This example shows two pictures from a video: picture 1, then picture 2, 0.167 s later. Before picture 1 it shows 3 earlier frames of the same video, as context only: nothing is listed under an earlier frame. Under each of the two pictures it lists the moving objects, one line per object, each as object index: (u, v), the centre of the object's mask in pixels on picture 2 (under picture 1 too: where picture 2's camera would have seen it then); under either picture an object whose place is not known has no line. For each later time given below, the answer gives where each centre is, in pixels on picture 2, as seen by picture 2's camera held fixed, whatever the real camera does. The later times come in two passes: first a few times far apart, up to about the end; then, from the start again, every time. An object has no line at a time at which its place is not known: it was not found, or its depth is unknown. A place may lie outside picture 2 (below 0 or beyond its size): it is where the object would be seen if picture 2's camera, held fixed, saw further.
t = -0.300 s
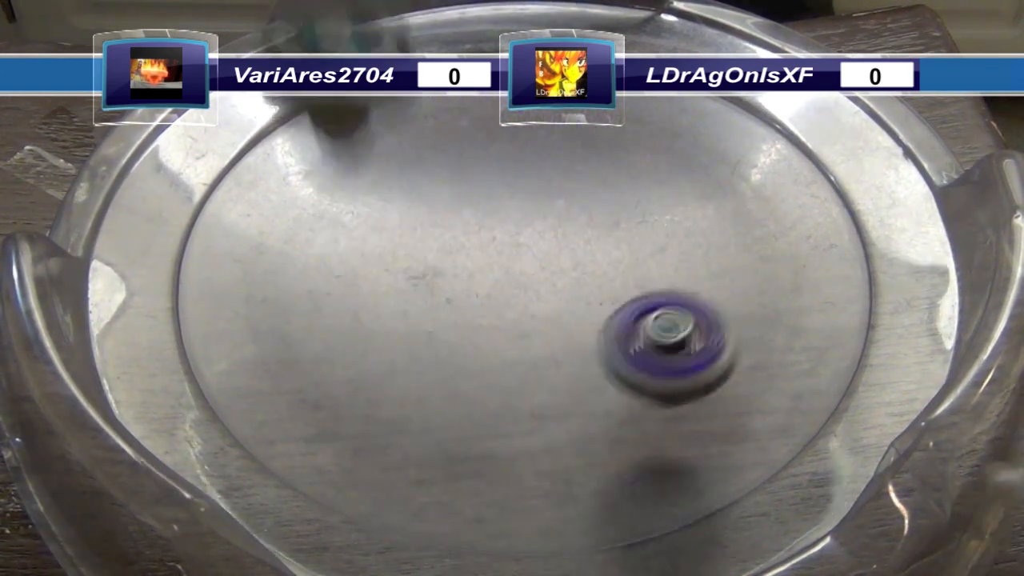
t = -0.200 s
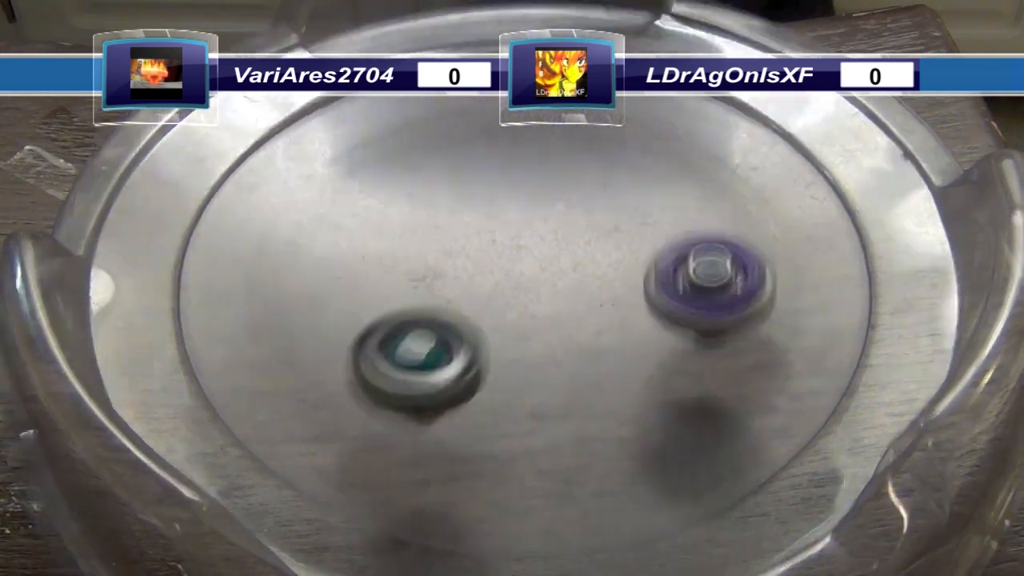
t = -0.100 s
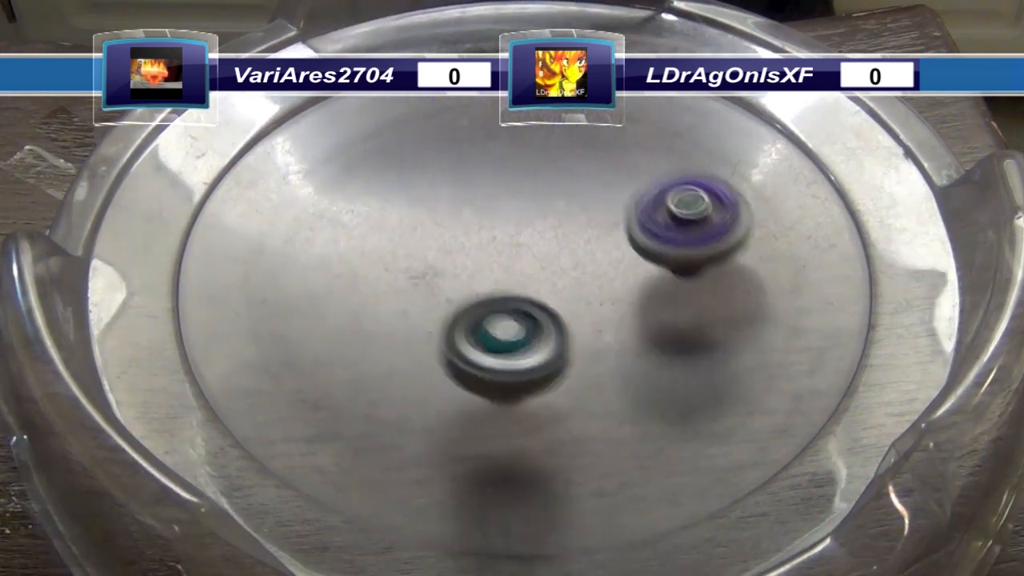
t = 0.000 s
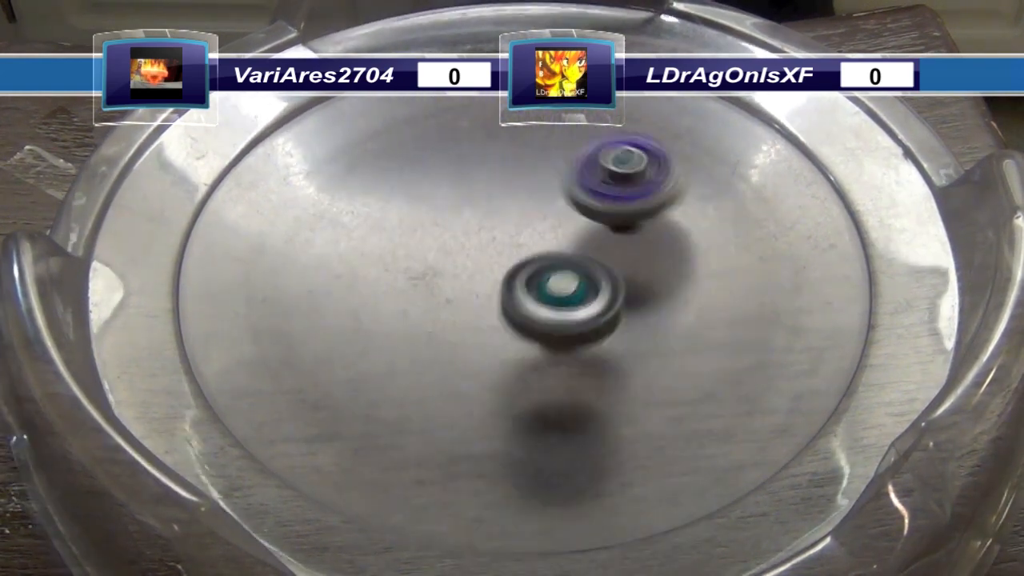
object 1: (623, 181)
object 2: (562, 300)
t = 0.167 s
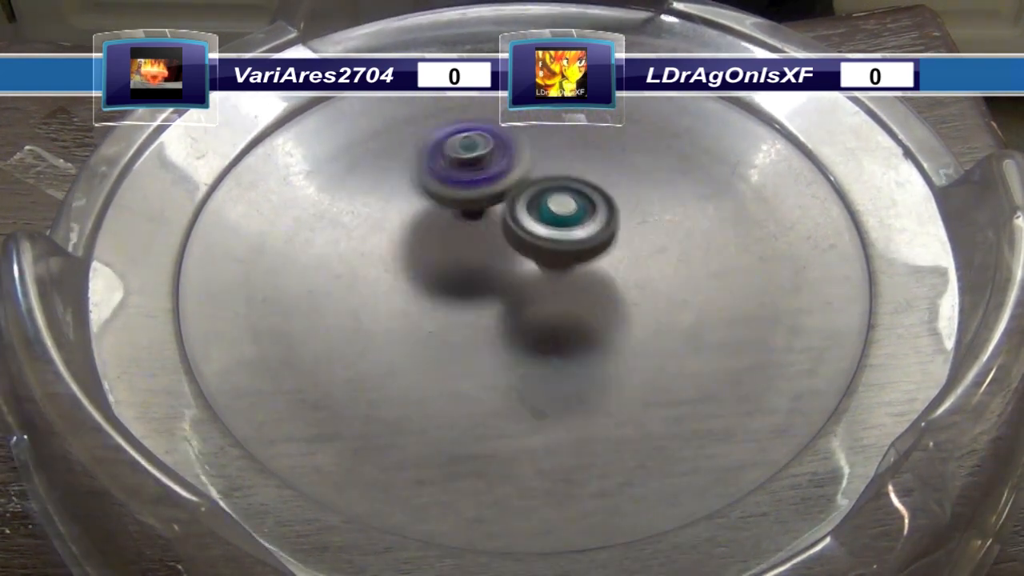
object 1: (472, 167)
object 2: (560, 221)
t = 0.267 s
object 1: (381, 202)
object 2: (517, 187)
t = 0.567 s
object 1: (457, 418)
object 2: (373, 184)
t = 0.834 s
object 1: (694, 299)
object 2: (449, 290)
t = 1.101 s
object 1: (523, 141)
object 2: (597, 246)
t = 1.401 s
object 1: (273, 243)
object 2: (553, 152)
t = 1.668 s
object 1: (503, 388)
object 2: (440, 175)
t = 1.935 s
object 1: (649, 233)
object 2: (506, 297)
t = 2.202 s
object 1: (500, 135)
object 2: (628, 280)
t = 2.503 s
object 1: (371, 239)
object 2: (569, 204)
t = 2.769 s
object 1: (527, 455)
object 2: (505, 153)
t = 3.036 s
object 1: (746, 370)
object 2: (440, 181)
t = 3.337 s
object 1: (609, 183)
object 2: (486, 301)
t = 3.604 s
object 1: (386, 207)
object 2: (633, 263)
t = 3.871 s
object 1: (400, 324)
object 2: (569, 167)
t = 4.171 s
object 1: (532, 320)
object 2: (416, 230)
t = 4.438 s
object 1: (640, 208)
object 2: (402, 326)
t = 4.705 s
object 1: (537, 142)
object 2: (532, 322)
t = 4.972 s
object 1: (445, 153)
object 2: (534, 255)
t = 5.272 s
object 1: (374, 212)
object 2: (559, 268)
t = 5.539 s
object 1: (353, 299)
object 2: (611, 217)
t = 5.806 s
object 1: (489, 353)
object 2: (539, 177)
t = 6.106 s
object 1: (584, 287)
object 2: (456, 257)
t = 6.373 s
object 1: (737, 160)
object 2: (379, 313)
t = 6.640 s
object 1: (596, 123)
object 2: (519, 339)
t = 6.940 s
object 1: (450, 146)
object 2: (536, 245)
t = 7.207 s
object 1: (279, 164)
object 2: (586, 277)
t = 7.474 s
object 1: (364, 335)
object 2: (526, 225)
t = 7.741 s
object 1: (531, 366)
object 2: (453, 262)
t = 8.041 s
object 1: (645, 294)
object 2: (500, 304)
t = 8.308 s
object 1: (688, 200)
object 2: (473, 288)
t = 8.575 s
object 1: (632, 151)
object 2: (476, 280)
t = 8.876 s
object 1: (540, 163)
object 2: (466, 256)
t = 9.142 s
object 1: (491, 186)
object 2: (448, 283)
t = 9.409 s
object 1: (446, 170)
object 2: (525, 333)
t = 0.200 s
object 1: (436, 176)
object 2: (547, 208)
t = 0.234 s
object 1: (408, 188)
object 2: (533, 197)
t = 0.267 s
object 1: (381, 202)
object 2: (517, 187)
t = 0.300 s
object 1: (359, 221)
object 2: (500, 179)
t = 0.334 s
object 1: (342, 243)
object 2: (482, 173)
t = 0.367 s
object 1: (332, 268)
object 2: (463, 169)
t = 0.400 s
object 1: (330, 298)
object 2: (445, 167)
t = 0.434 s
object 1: (338, 327)
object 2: (427, 167)
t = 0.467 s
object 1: (357, 359)
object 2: (410, 169)
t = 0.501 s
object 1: (384, 385)
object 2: (394, 172)
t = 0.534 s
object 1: (417, 403)
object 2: (381, 177)
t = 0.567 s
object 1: (457, 418)
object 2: (373, 184)
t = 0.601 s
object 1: (497, 424)
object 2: (370, 194)
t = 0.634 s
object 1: (541, 424)
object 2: (372, 206)
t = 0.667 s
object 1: (584, 418)
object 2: (377, 221)
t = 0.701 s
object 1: (622, 403)
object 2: (385, 236)
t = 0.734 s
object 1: (653, 382)
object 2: (396, 251)
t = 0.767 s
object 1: (677, 356)
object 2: (411, 266)
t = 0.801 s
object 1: (690, 327)
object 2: (428, 279)
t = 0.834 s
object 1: (694, 299)
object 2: (449, 290)
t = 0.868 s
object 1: (691, 270)
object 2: (471, 297)
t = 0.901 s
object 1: (682, 243)
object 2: (494, 298)
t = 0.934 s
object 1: (665, 217)
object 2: (517, 296)
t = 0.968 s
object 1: (644, 196)
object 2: (538, 290)
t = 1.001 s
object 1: (619, 176)
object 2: (558, 281)
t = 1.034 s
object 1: (589, 161)
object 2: (575, 270)
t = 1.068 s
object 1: (558, 148)
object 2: (589, 258)
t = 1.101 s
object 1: (523, 141)
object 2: (597, 246)
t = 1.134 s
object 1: (488, 133)
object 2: (601, 233)
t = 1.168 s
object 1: (450, 131)
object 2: (602, 221)
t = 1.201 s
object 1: (418, 131)
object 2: (601, 210)
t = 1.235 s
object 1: (381, 136)
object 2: (598, 198)
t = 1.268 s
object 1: (348, 146)
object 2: (593, 187)
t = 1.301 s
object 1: (317, 164)
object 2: (586, 178)
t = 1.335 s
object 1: (294, 187)
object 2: (577, 169)
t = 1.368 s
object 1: (277, 213)
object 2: (566, 160)
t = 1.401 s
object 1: (273, 243)
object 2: (553, 152)
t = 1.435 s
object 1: (278, 273)
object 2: (539, 149)
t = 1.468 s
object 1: (293, 305)
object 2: (522, 147)
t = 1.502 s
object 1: (316, 332)
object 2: (505, 145)
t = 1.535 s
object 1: (345, 355)
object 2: (489, 145)
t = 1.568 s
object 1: (381, 373)
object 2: (474, 148)
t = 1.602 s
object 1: (418, 385)
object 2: (459, 155)
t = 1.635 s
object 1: (461, 390)
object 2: (448, 164)
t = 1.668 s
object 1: (503, 388)
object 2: (440, 175)
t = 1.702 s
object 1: (545, 380)
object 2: (435, 189)
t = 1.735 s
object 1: (579, 366)
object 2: (435, 206)
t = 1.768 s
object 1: (607, 346)
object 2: (439, 223)
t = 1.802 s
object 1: (629, 323)
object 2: (446, 240)
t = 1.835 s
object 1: (643, 301)
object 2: (457, 257)
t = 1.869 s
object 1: (650, 277)
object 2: (470, 273)
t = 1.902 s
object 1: (651, 255)
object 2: (487, 286)
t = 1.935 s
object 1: (649, 233)
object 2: (506, 297)
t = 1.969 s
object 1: (642, 210)
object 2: (526, 304)
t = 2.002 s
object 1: (630, 192)
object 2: (547, 309)
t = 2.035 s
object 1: (611, 174)
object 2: (567, 311)
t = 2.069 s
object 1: (592, 161)
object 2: (585, 311)
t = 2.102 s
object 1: (572, 150)
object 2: (599, 305)
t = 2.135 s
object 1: (550, 142)
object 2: (611, 298)
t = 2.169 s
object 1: (525, 138)
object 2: (621, 290)
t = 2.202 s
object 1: (500, 135)
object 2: (628, 280)
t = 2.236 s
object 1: (472, 135)
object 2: (630, 270)
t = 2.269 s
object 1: (453, 135)
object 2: (630, 259)
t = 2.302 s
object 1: (429, 138)
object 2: (627, 249)
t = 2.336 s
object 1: (407, 145)
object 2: (623, 238)
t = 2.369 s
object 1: (389, 157)
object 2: (617, 229)
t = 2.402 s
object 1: (375, 175)
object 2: (609, 220)
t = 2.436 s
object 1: (367, 194)
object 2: (598, 212)
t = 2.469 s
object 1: (365, 216)
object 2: (585, 207)
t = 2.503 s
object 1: (371, 239)
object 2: (569, 204)
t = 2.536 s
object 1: (383, 260)
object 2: (552, 204)
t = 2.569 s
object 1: (401, 279)
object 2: (535, 207)
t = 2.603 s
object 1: (425, 295)
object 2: (519, 212)
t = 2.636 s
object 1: (454, 308)
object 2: (503, 219)
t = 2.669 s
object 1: (469, 345)
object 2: (500, 207)
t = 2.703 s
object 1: (479, 388)
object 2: (504, 183)
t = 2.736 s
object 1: (497, 423)
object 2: (505, 167)
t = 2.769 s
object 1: (527, 455)
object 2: (505, 153)
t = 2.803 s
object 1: (564, 479)
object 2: (502, 147)
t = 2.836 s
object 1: (602, 484)
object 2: (497, 144)
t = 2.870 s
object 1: (636, 481)
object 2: (491, 144)
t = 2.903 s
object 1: (670, 467)
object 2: (483, 148)
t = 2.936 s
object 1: (696, 446)
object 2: (473, 153)
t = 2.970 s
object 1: (718, 422)
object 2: (463, 161)
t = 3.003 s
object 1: (735, 397)
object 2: (451, 170)
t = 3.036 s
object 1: (746, 370)
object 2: (440, 181)
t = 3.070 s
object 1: (750, 343)
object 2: (429, 194)
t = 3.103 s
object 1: (749, 316)
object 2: (421, 208)
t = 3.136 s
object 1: (741, 290)
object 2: (416, 223)
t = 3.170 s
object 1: (729, 265)
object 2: (416, 237)
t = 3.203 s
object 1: (712, 243)
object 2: (423, 253)
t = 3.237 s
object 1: (690, 224)
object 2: (434, 268)
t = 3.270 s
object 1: (665, 208)
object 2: (450, 281)
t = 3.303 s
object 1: (638, 194)
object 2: (467, 292)
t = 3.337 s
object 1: (609, 183)
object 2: (486, 301)
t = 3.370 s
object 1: (580, 176)
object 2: (507, 307)
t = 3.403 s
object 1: (547, 172)
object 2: (529, 311)
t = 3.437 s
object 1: (518, 170)
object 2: (553, 311)
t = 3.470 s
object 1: (486, 172)
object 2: (574, 307)
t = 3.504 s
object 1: (458, 176)
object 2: (593, 299)
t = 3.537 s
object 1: (431, 183)
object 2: (609, 289)
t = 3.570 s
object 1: (406, 194)
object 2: (623, 277)
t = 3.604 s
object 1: (386, 207)
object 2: (633, 263)
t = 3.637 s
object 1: (371, 222)
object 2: (638, 249)
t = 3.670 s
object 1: (361, 239)
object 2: (640, 234)
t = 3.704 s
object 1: (357, 256)
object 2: (638, 219)
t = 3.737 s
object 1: (359, 273)
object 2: (630, 206)
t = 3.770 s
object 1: (365, 289)
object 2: (619, 193)
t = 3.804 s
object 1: (375, 303)
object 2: (604, 182)
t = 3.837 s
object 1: (386, 315)
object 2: (588, 172)
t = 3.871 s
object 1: (400, 324)
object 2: (569, 167)
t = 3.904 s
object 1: (415, 332)
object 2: (549, 162)
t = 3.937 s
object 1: (429, 337)
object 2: (528, 160)
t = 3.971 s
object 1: (443, 342)
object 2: (507, 161)
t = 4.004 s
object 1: (462, 344)
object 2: (487, 166)
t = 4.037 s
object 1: (479, 344)
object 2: (467, 174)
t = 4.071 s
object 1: (496, 340)
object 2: (450, 184)
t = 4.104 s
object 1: (510, 334)
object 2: (435, 197)
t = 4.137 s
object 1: (522, 328)
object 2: (423, 213)
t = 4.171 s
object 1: (532, 320)
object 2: (416, 230)
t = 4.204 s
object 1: (542, 311)
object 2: (413, 248)
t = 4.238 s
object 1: (550, 300)
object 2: (416, 266)
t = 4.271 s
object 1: (554, 288)
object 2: (424, 282)
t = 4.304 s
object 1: (589, 274)
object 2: (407, 295)
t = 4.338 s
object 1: (617, 258)
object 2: (394, 305)
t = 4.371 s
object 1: (634, 241)
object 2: (389, 313)
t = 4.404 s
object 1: (641, 224)
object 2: (392, 320)
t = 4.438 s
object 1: (640, 208)
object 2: (402, 326)
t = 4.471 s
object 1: (635, 193)
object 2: (416, 331)
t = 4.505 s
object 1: (627, 178)
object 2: (433, 334)
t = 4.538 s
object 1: (615, 167)
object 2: (451, 335)
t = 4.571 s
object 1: (600, 158)
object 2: (469, 336)
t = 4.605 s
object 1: (585, 151)
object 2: (485, 334)
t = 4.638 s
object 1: (568, 146)
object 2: (502, 331)
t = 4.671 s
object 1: (554, 143)
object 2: (518, 327)
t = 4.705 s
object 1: (537, 142)
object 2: (532, 322)
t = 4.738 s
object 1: (525, 142)
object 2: (541, 313)
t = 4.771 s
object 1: (513, 143)
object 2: (547, 303)
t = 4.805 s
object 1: (503, 146)
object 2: (548, 291)
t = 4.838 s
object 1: (492, 151)
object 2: (547, 278)
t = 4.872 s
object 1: (484, 154)
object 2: (544, 265)
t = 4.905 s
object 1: (476, 161)
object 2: (539, 253)
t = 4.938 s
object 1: (467, 166)
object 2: (529, 242)
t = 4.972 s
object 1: (445, 153)
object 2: (534, 255)
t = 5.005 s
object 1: (426, 139)
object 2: (540, 271)
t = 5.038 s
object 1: (409, 135)
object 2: (545, 283)
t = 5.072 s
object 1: (395, 136)
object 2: (549, 290)
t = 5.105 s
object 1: (384, 142)
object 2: (550, 293)
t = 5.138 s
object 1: (374, 154)
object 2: (551, 292)
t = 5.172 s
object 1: (370, 169)
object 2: (553, 287)
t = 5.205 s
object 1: (370, 184)
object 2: (555, 281)
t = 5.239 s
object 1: (371, 198)
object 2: (558, 274)
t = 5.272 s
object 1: (374, 212)
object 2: (559, 268)
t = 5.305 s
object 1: (380, 225)
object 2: (560, 261)
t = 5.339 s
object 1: (388, 239)
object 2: (557, 255)
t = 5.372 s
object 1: (398, 250)
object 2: (552, 250)
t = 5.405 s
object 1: (411, 261)
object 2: (543, 247)
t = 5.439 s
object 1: (393, 271)
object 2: (559, 240)
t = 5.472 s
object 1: (369, 281)
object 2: (584, 231)
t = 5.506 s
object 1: (355, 290)
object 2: (602, 224)
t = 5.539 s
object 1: (353, 299)
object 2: (611, 217)
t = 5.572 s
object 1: (359, 309)
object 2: (613, 209)
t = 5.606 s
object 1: (370, 319)
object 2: (611, 201)
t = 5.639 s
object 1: (383, 328)
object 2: (604, 194)
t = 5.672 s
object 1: (401, 338)
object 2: (595, 186)
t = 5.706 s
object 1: (421, 346)
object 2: (584, 180)
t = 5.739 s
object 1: (444, 351)
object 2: (571, 177)
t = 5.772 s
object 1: (467, 353)
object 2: (556, 176)
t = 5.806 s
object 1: (489, 353)
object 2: (539, 177)
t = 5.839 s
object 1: (508, 351)
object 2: (521, 179)
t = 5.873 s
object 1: (524, 346)
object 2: (505, 181)
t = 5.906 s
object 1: (538, 340)
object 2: (489, 187)
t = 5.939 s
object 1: (551, 333)
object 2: (475, 195)
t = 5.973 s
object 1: (563, 325)
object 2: (463, 204)
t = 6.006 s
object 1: (571, 316)
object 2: (456, 215)
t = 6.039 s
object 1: (577, 306)
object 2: (453, 227)
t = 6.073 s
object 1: (581, 296)
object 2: (453, 242)
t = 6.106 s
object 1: (584, 287)
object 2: (456, 257)
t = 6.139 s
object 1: (600, 278)
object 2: (452, 269)
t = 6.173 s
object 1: (648, 270)
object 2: (414, 273)
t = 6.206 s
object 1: (686, 258)
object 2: (389, 277)
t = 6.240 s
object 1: (714, 243)
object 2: (371, 282)
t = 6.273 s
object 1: (734, 224)
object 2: (364, 288)
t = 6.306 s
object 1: (743, 204)
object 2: (363, 296)
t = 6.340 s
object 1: (745, 182)
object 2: (369, 305)
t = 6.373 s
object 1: (737, 160)
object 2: (379, 313)
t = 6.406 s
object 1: (723, 140)
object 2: (393, 322)
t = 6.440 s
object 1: (706, 130)
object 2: (408, 330)
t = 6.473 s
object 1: (687, 124)
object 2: (426, 337)
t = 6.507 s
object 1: (669, 120)
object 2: (444, 343)
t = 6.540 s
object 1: (652, 119)
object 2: (464, 347)
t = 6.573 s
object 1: (636, 119)
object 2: (484, 348)
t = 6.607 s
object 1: (616, 121)
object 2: (503, 345)
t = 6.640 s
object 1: (596, 123)
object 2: (519, 339)
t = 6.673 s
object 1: (574, 126)
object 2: (533, 329)
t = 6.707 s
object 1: (554, 129)
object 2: (542, 318)
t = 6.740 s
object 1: (536, 129)
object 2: (547, 305)
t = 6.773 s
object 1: (520, 132)
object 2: (548, 291)
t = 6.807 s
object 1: (507, 136)
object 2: (547, 277)
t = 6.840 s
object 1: (495, 141)
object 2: (544, 262)
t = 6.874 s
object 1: (484, 148)
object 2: (540, 248)
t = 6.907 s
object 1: (473, 157)
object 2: (531, 235)
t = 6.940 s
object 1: (450, 146)
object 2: (536, 245)
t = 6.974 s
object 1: (421, 130)
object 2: (546, 264)
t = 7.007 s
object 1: (394, 122)
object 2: (555, 280)
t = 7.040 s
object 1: (369, 119)
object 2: (561, 290)
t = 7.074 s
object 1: (344, 120)
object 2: (566, 295)
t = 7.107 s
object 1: (322, 124)
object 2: (571, 295)
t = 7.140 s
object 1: (302, 131)
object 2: (576, 292)
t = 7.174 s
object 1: (288, 143)
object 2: (582, 285)
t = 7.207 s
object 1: (279, 164)
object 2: (586, 277)
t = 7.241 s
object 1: (274, 188)
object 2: (588, 267)
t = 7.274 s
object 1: (274, 214)
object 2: (586, 257)
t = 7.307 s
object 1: (282, 243)
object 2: (582, 247)
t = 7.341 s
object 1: (294, 268)
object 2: (574, 238)
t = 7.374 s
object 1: (309, 290)
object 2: (565, 231)
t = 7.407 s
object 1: (326, 309)
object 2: (553, 227)
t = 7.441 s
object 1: (344, 323)
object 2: (541, 225)
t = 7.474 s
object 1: (364, 335)
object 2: (526, 225)
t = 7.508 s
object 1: (383, 346)
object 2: (512, 227)
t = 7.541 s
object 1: (405, 355)
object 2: (498, 229)
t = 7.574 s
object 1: (427, 362)
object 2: (485, 233)
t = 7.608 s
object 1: (448, 368)
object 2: (475, 237)
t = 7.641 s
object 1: (470, 371)
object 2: (466, 242)
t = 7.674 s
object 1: (491, 370)
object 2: (459, 248)
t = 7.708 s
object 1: (511, 368)
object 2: (455, 254)
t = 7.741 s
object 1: (531, 366)
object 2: (453, 262)
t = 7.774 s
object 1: (550, 362)
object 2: (453, 271)
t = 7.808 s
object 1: (568, 356)
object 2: (455, 279)
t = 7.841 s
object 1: (584, 349)
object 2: (458, 287)
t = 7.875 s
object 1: (599, 341)
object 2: (462, 294)
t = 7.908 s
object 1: (613, 332)
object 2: (468, 299)
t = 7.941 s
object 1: (624, 323)
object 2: (474, 303)
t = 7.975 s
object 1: (633, 313)
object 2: (482, 305)
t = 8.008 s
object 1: (640, 304)
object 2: (491, 305)
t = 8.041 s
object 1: (645, 294)
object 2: (500, 304)
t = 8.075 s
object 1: (649, 285)
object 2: (511, 301)
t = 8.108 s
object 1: (652, 275)
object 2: (521, 299)
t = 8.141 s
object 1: (653, 267)
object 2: (530, 295)
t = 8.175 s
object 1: (659, 256)
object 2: (530, 292)
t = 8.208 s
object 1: (680, 239)
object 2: (508, 291)
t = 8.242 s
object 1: (690, 223)
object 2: (492, 290)
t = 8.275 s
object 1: (690, 210)
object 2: (481, 289)
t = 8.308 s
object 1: (688, 200)
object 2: (473, 288)
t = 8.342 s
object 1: (684, 189)
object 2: (468, 286)
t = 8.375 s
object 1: (679, 180)
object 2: (466, 284)
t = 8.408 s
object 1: (672, 172)
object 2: (467, 282)
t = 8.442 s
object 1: (664, 165)
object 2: (469, 281)
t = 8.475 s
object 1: (657, 160)
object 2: (471, 281)
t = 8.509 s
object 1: (649, 156)
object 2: (474, 281)
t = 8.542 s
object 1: (641, 153)
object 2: (475, 281)
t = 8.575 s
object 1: (632, 151)
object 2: (476, 280)
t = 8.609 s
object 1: (622, 150)
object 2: (476, 279)
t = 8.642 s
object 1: (613, 148)
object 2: (476, 277)
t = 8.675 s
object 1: (602, 148)
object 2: (475, 274)
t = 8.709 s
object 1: (591, 149)
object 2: (475, 271)
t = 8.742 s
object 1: (580, 150)
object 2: (473, 268)
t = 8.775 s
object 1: (569, 152)
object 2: (473, 265)
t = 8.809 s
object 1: (560, 156)
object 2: (470, 262)
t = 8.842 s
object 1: (550, 158)
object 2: (468, 259)
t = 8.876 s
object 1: (540, 163)
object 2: (466, 256)
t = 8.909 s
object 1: (530, 168)
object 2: (464, 253)
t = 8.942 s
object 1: (522, 171)
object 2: (464, 249)
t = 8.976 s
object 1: (515, 173)
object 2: (457, 254)
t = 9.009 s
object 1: (514, 168)
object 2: (447, 264)
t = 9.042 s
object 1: (511, 171)
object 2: (440, 273)
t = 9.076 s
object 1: (505, 174)
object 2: (439, 278)
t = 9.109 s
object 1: (498, 180)
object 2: (442, 282)
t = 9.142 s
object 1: (491, 186)
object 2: (448, 283)
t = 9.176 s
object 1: (483, 190)
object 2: (457, 284)
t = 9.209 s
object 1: (476, 195)
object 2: (468, 283)
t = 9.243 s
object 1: (472, 191)
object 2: (476, 296)
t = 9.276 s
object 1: (470, 176)
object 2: (484, 316)
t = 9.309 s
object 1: (468, 168)
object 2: (494, 330)
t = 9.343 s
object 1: (464, 165)
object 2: (503, 336)
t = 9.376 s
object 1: (456, 166)
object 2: (513, 336)
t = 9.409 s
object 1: (446, 170)
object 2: (525, 333)
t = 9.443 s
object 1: (436, 174)
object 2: (536, 327)
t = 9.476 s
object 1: (425, 181)
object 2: (546, 319)
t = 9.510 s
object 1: (413, 191)
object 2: (554, 310)
